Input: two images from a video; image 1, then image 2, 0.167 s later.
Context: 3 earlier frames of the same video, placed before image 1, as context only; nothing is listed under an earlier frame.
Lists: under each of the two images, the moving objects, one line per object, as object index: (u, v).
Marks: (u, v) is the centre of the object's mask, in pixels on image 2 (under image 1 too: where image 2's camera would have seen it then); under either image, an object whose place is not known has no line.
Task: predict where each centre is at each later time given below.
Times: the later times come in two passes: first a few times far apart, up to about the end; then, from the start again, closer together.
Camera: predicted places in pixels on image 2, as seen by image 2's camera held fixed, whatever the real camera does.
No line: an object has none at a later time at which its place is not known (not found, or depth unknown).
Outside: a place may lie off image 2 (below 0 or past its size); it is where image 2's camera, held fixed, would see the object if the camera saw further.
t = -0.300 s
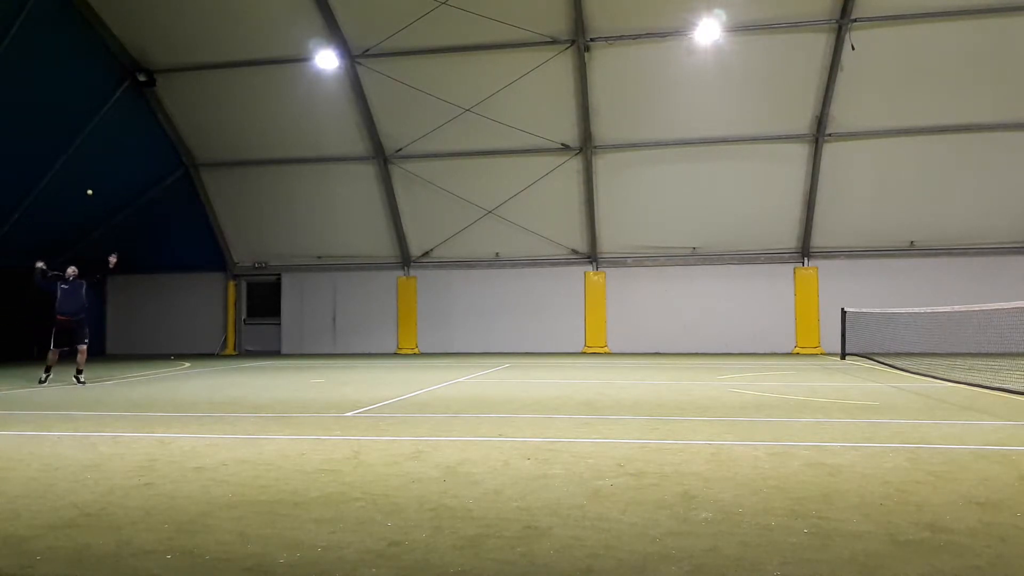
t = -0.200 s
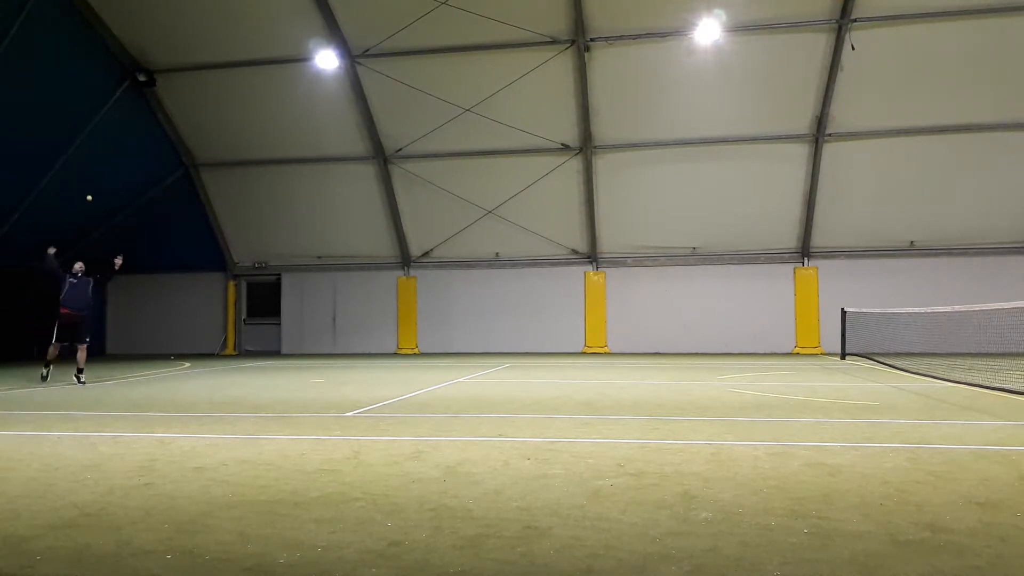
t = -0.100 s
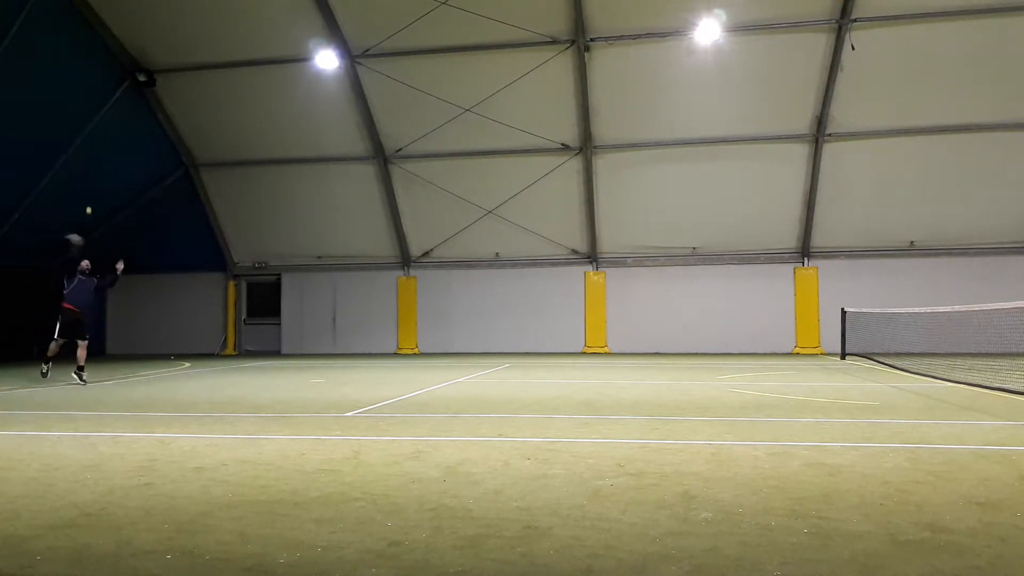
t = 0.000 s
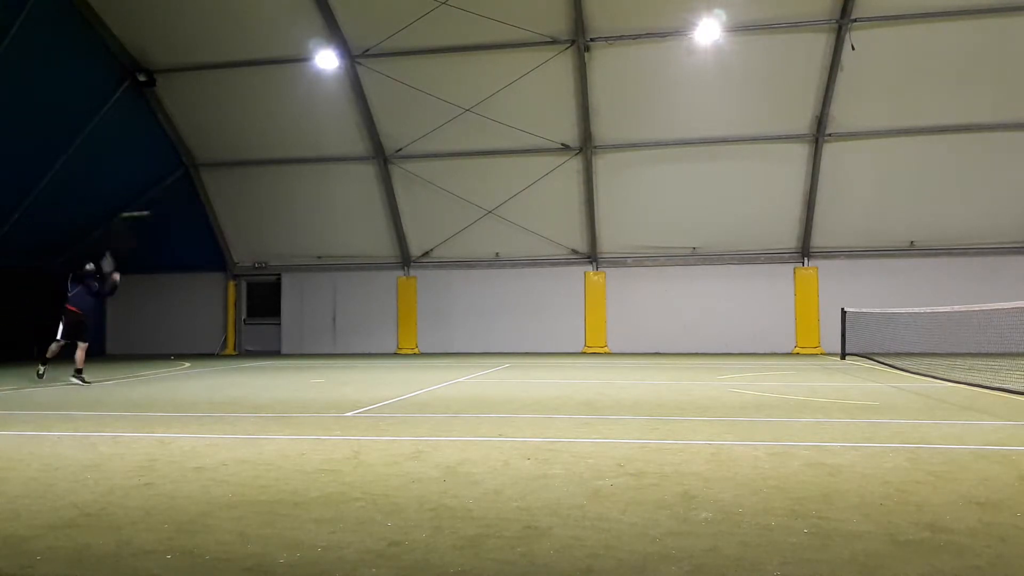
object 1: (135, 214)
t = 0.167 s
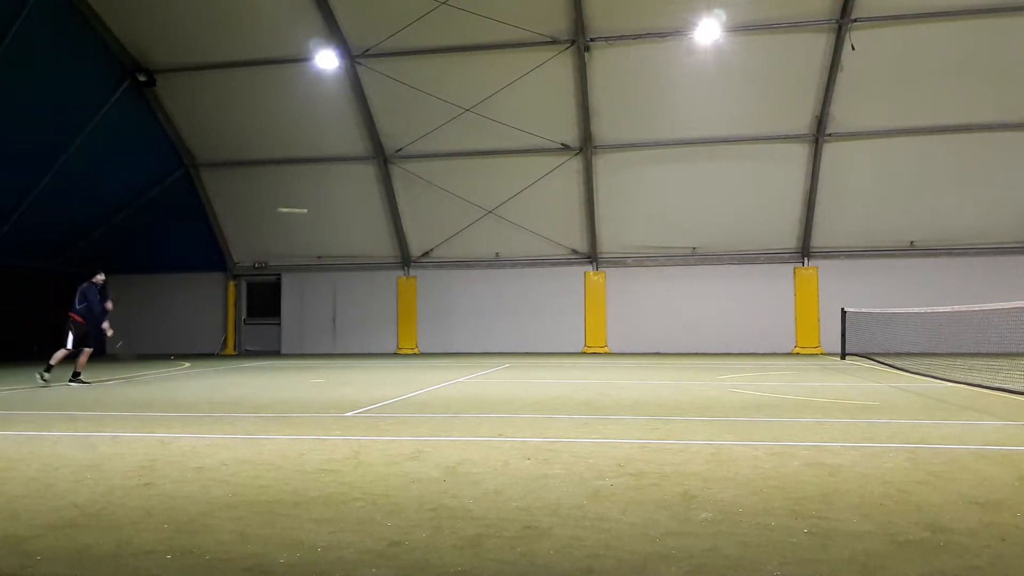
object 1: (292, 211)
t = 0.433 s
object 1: (563, 249)
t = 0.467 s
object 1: (597, 258)
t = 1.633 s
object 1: (941, 342)
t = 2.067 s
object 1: (948, 339)
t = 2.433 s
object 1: (970, 384)
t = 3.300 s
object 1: (995, 392)
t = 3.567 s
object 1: (986, 392)
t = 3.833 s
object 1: (979, 393)
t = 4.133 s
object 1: (974, 392)
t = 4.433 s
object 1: (969, 392)
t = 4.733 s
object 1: (968, 392)
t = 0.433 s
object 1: (563, 249)
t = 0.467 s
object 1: (597, 258)
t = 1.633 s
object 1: (941, 342)
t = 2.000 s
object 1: (944, 343)
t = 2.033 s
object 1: (946, 340)
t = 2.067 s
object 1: (948, 339)
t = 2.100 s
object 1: (950, 338)
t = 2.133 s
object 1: (952, 339)
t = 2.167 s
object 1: (954, 340)
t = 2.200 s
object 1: (956, 342)
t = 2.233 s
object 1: (958, 345)
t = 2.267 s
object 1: (959, 350)
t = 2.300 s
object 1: (962, 355)
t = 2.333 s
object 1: (964, 361)
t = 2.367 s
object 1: (966, 368)
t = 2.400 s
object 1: (968, 377)
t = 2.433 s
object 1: (970, 384)
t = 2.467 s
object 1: (973, 387)
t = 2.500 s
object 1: (975, 381)
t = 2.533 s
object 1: (977, 377)
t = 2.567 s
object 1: (979, 371)
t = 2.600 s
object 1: (981, 368)
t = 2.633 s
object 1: (983, 366)
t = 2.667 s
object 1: (985, 364)
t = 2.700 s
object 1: (987, 364)
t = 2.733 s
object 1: (989, 364)
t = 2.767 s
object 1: (992, 365)
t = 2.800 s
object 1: (994, 368)
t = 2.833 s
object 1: (997, 372)
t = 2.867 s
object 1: (999, 377)
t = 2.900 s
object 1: (1001, 381)
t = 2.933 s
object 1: (1003, 389)
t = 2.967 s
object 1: (1004, 390)
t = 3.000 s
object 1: (1003, 389)
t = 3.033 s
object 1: (1003, 388)
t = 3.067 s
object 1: (1002, 388)
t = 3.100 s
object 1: (1001, 388)
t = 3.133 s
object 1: (1000, 389)
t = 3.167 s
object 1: (999, 391)
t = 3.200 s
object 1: (998, 392)
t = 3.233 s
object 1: (997, 391)
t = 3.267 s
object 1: (996, 391)
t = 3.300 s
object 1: (995, 392)
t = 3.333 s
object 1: (994, 392)
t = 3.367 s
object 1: (993, 392)
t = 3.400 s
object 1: (992, 392)
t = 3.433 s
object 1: (991, 392)
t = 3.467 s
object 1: (989, 393)
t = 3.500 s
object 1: (988, 393)
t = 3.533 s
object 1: (987, 392)
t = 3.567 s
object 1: (986, 392)
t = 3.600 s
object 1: (985, 392)
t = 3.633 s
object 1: (985, 393)
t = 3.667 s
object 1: (984, 392)
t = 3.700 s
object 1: (983, 392)
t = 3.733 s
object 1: (982, 392)
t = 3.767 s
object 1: (981, 392)
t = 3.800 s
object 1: (980, 393)
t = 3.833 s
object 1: (979, 393)
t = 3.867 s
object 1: (978, 393)
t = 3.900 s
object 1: (977, 392)
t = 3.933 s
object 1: (976, 392)
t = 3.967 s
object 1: (977, 392)
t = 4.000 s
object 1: (974, 392)
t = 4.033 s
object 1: (976, 392)
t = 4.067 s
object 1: (976, 393)
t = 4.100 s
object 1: (973, 392)
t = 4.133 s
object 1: (974, 392)
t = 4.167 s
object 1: (972, 392)
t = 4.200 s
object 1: (971, 392)
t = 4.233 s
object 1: (971, 392)
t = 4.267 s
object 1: (971, 392)
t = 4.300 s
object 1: (970, 392)
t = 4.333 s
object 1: (970, 392)
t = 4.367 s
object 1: (969, 392)
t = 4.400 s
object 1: (969, 392)
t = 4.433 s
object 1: (969, 392)
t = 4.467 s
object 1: (969, 392)
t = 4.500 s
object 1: (969, 392)
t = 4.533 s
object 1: (968, 392)
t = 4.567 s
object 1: (968, 392)
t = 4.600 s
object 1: (968, 392)
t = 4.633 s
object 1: (968, 392)
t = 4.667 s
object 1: (968, 392)
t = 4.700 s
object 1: (968, 392)
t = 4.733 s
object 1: (968, 392)
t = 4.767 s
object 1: (968, 392)
